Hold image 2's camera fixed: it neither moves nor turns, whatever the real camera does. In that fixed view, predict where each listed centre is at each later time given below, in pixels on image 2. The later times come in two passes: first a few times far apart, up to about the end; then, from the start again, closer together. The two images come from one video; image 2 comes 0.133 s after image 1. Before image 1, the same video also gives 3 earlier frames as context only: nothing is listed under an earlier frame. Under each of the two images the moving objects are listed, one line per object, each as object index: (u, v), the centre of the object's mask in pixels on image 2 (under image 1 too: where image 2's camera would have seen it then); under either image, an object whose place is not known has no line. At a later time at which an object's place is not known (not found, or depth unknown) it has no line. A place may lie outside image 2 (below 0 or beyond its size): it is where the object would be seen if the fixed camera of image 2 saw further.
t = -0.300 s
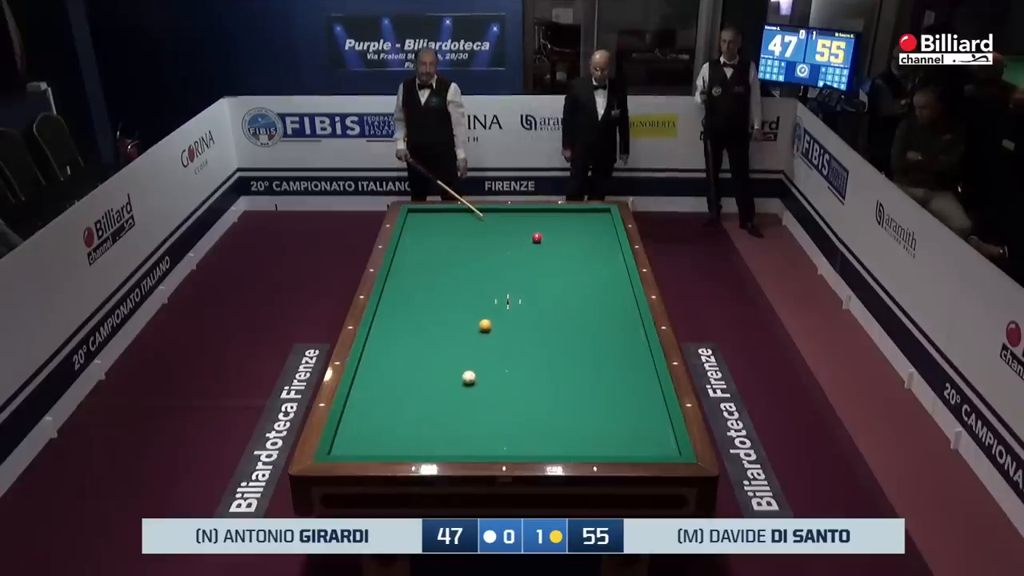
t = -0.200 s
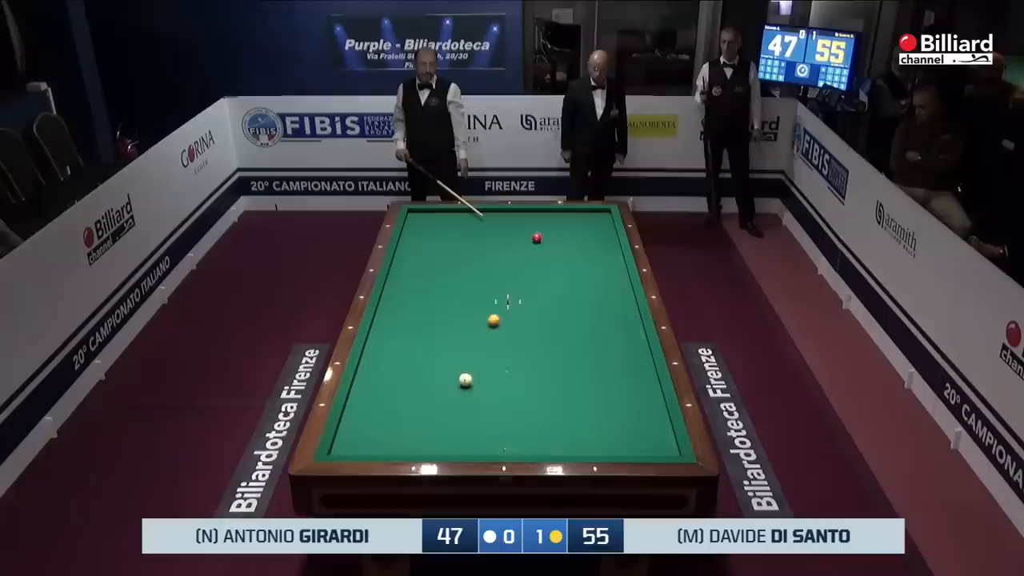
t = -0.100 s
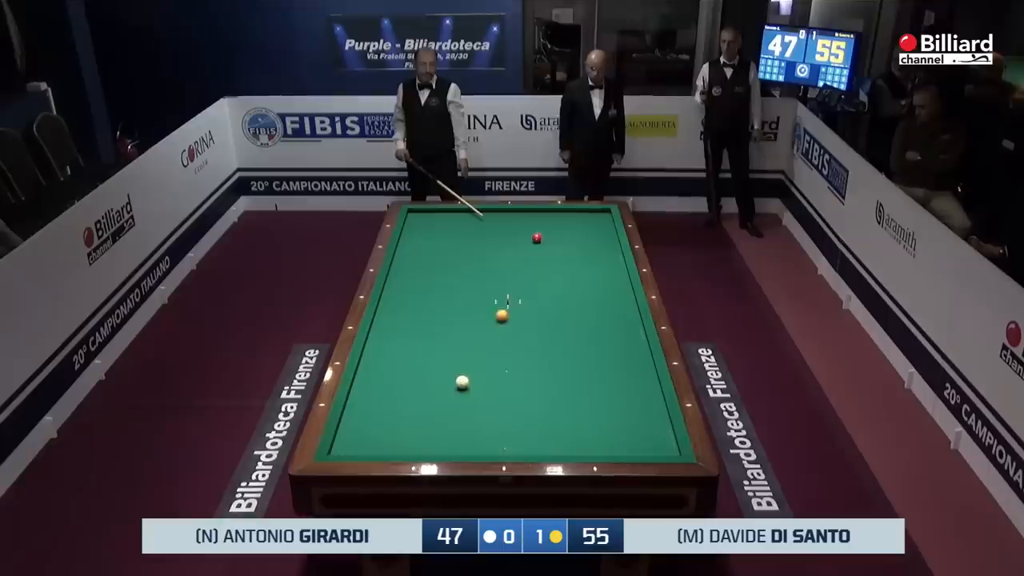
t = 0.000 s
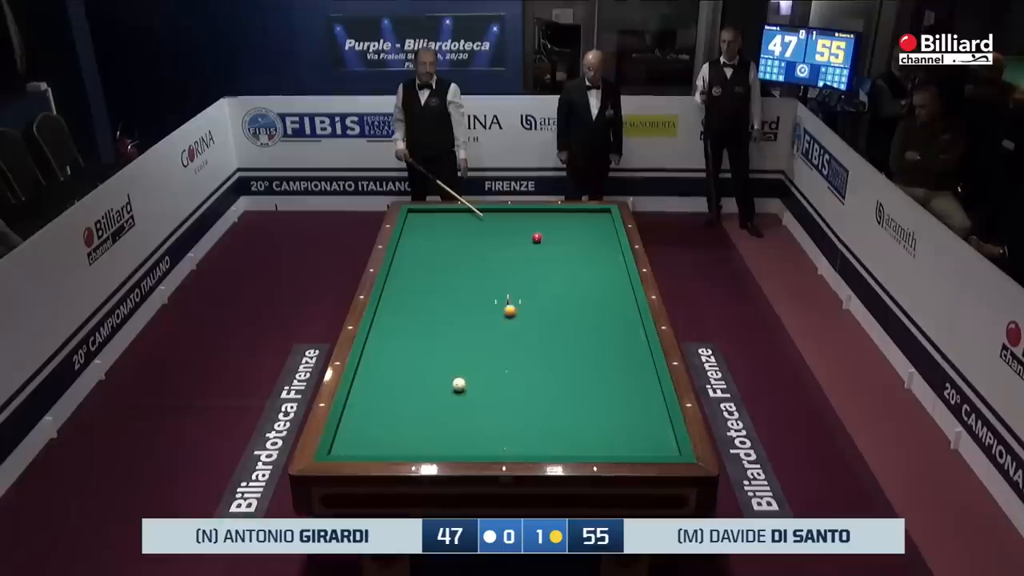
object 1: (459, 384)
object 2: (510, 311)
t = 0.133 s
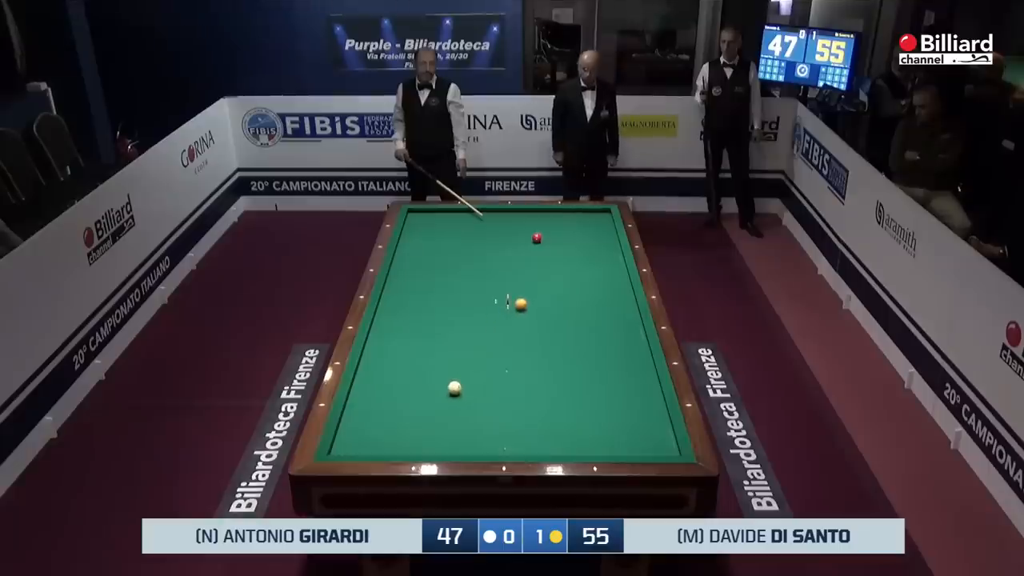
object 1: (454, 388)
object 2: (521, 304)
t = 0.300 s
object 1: (449, 392)
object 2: (532, 298)
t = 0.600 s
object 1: (440, 399)
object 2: (554, 285)
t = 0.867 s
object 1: (433, 404)
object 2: (570, 275)
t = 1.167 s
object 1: (424, 410)
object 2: (588, 265)
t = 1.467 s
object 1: (417, 416)
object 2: (605, 255)
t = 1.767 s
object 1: (410, 422)
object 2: (613, 246)
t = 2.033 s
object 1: (404, 426)
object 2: (604, 241)
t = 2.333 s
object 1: (398, 430)
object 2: (595, 235)
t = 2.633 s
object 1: (392, 435)
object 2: (586, 230)
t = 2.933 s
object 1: (388, 438)
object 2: (578, 224)
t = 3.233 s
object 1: (383, 441)
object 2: (571, 220)
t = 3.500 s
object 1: (380, 443)
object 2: (564, 216)
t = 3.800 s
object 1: (378, 445)
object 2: (558, 212)
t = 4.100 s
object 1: (376, 446)
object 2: (553, 211)
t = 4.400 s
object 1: (375, 447)
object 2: (549, 213)
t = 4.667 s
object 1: (374, 447)
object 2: (546, 215)
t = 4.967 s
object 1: (374, 447)
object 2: (544, 216)
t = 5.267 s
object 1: (374, 448)
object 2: (542, 218)
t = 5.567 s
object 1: (374, 448)
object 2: (539, 220)
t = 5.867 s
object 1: (374, 447)
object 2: (537, 221)
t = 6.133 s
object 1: (374, 447)
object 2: (535, 222)
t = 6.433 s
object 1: (374, 448)
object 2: (534, 223)
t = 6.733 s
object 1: (374, 448)
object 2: (532, 224)
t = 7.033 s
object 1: (374, 448)
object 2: (531, 224)
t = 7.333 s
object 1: (374, 448)
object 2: (531, 225)
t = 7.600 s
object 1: (374, 448)
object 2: (530, 225)
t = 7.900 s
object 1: (374, 448)
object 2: (530, 225)
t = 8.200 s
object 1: (374, 448)
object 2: (530, 226)
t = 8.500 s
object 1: (374, 448)
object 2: (530, 226)
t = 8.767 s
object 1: (374, 448)
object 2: (529, 226)
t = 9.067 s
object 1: (374, 448)
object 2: (530, 226)
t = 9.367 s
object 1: (374, 448)
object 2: (530, 226)
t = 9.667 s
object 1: (374, 448)
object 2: (530, 225)
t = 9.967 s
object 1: (374, 448)
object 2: (530, 226)
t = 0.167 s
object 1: (454, 388)
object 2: (522, 304)
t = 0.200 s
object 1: (453, 390)
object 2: (525, 302)
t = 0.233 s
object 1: (451, 391)
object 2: (528, 300)
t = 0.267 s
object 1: (451, 391)
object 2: (530, 299)
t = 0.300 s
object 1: (449, 392)
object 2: (532, 298)
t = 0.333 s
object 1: (448, 393)
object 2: (535, 296)
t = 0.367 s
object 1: (448, 393)
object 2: (537, 295)
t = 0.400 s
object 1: (446, 394)
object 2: (540, 293)
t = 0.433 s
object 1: (445, 395)
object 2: (543, 292)
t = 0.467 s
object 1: (444, 396)
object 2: (544, 291)
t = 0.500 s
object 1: (443, 397)
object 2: (547, 289)
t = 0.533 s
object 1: (442, 397)
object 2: (549, 288)
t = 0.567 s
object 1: (441, 398)
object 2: (551, 287)
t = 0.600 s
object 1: (440, 399)
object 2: (554, 285)
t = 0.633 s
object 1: (439, 400)
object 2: (556, 284)
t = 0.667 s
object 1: (439, 400)
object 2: (557, 283)
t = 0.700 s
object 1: (437, 401)
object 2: (560, 282)
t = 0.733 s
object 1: (436, 402)
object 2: (563, 280)
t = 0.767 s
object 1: (435, 402)
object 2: (564, 279)
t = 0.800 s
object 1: (434, 403)
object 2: (567, 278)
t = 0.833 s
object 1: (433, 404)
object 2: (569, 276)
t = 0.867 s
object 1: (433, 404)
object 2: (570, 275)
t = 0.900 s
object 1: (432, 405)
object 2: (573, 274)
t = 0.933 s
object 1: (430, 406)
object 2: (575, 272)
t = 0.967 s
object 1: (430, 407)
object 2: (576, 272)
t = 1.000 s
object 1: (429, 407)
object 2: (579, 270)
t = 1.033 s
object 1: (428, 408)
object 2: (581, 269)
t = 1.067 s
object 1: (427, 408)
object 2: (582, 268)
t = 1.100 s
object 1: (426, 409)
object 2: (585, 267)
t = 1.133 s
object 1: (425, 410)
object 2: (587, 265)
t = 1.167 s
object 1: (424, 410)
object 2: (588, 265)
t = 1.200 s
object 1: (423, 411)
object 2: (591, 263)
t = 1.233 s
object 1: (422, 412)
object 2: (593, 262)
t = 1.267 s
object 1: (421, 412)
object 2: (594, 261)
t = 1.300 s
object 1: (421, 413)
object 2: (596, 260)
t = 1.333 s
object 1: (420, 414)
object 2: (598, 259)
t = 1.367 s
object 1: (419, 414)
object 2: (600, 258)
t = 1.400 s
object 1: (418, 415)
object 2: (602, 257)
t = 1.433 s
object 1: (418, 416)
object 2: (604, 255)
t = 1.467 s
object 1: (417, 416)
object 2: (605, 255)
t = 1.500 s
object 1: (416, 417)
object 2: (607, 254)
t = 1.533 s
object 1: (415, 418)
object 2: (609, 252)
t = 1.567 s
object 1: (414, 418)
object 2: (610, 252)
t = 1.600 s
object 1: (413, 419)
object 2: (612, 250)
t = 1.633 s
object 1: (412, 420)
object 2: (614, 249)
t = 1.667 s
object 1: (412, 420)
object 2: (615, 249)
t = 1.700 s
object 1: (411, 420)
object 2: (616, 248)
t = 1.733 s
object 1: (410, 421)
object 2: (614, 247)
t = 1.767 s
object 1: (410, 422)
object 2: (613, 246)
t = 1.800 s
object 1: (409, 422)
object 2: (613, 246)
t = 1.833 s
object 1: (408, 423)
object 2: (611, 245)
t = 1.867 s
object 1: (408, 423)
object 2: (610, 244)
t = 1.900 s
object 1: (407, 424)
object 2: (609, 243)
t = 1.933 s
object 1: (406, 424)
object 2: (607, 243)
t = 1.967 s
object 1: (405, 425)
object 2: (607, 242)
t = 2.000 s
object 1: (404, 425)
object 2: (606, 241)
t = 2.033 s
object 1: (404, 426)
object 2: (604, 241)
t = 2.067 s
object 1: (403, 426)
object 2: (604, 240)
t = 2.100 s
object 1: (402, 427)
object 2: (602, 239)
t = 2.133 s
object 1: (402, 428)
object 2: (601, 239)
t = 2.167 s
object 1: (401, 428)
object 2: (600, 238)
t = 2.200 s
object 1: (400, 429)
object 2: (599, 237)
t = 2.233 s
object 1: (399, 429)
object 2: (598, 237)
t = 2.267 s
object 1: (399, 429)
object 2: (597, 236)
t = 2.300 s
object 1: (398, 430)
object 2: (596, 236)
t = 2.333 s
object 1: (398, 430)
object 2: (595, 235)
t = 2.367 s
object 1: (397, 431)
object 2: (594, 234)
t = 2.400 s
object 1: (397, 431)
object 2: (593, 234)
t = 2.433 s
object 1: (396, 432)
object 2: (592, 233)
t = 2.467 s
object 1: (396, 432)
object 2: (591, 232)
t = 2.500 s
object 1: (395, 433)
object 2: (590, 232)
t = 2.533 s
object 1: (394, 434)
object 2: (589, 231)
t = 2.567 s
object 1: (394, 434)
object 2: (588, 231)
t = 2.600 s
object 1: (393, 434)
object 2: (587, 230)
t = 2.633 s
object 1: (392, 435)
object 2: (586, 230)
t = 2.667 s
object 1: (392, 435)
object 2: (585, 229)
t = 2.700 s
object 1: (391, 435)
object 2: (584, 228)
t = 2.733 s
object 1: (391, 436)
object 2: (583, 228)
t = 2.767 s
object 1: (390, 436)
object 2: (583, 227)
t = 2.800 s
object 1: (390, 437)
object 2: (582, 226)
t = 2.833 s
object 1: (389, 437)
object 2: (581, 226)
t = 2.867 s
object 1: (389, 438)
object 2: (580, 226)
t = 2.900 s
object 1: (388, 438)
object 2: (579, 225)
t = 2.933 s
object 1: (388, 438)
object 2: (578, 224)
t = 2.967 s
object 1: (387, 439)
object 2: (577, 224)
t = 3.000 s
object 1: (387, 439)
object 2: (576, 223)
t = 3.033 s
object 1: (386, 439)
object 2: (575, 223)
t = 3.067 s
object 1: (386, 440)
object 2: (575, 222)
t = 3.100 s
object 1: (385, 440)
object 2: (574, 222)
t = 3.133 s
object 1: (385, 440)
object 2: (573, 221)
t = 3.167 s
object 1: (384, 441)
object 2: (572, 221)
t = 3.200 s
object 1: (384, 441)
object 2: (571, 220)
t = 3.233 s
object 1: (383, 441)
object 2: (571, 220)
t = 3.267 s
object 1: (383, 442)
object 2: (570, 220)
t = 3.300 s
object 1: (383, 442)
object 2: (569, 219)
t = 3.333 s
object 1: (382, 442)
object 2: (568, 218)
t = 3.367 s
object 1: (382, 442)
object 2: (568, 218)
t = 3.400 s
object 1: (381, 443)
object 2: (567, 217)
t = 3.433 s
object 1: (381, 443)
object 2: (566, 217)
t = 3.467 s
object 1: (381, 443)
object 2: (565, 217)
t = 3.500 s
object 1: (380, 443)
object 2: (564, 216)
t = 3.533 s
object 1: (380, 444)
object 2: (563, 216)
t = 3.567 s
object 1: (380, 444)
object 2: (563, 215)
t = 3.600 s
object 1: (379, 444)
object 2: (562, 215)
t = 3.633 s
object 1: (379, 445)
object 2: (561, 214)
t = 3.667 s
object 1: (379, 445)
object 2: (561, 214)
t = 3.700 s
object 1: (379, 445)
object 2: (560, 213)
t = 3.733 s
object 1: (378, 445)
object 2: (559, 213)
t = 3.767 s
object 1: (378, 445)
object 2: (558, 213)
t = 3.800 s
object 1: (378, 445)
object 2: (558, 212)
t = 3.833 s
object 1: (378, 445)
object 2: (557, 212)
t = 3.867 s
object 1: (377, 445)
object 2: (556, 211)
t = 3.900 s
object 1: (377, 446)
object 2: (556, 211)
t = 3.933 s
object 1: (377, 446)
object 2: (555, 210)
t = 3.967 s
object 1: (377, 446)
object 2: (554, 210)
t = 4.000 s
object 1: (376, 446)
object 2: (554, 210)
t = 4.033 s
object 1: (376, 446)
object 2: (553, 211)
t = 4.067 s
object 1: (376, 446)
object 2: (553, 211)
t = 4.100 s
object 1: (376, 446)
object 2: (553, 211)
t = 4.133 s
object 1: (375, 447)
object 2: (552, 211)
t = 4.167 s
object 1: (376, 447)
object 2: (552, 211)
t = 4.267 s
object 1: (375, 447)
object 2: (551, 212)
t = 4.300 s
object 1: (375, 447)
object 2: (550, 212)
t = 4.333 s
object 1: (375, 447)
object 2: (550, 213)
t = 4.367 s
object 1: (375, 447)
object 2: (550, 213)
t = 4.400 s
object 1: (375, 447)
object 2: (549, 213)
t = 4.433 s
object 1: (375, 447)
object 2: (549, 213)
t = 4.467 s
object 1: (375, 447)
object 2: (549, 213)
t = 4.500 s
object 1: (374, 447)
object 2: (548, 214)
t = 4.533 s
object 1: (374, 447)
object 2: (548, 214)
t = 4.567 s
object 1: (374, 447)
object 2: (548, 214)
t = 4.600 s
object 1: (374, 447)
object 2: (547, 214)
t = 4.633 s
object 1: (374, 447)
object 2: (547, 214)
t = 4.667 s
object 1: (374, 447)
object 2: (546, 215)
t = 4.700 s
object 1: (374, 447)
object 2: (546, 215)
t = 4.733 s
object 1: (374, 447)
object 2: (546, 215)
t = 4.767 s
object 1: (374, 447)
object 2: (546, 215)
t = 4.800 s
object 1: (374, 447)
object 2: (545, 215)
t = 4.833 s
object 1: (374, 447)
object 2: (545, 216)
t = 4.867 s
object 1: (374, 447)
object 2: (545, 216)
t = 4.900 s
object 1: (374, 447)
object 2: (544, 216)
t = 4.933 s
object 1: (374, 447)
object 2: (544, 216)
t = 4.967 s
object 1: (374, 447)
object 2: (544, 216)
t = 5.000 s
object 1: (374, 447)
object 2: (543, 217)
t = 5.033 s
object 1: (374, 447)
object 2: (543, 217)
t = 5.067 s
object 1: (374, 447)
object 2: (543, 217)
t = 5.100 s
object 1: (374, 447)
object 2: (543, 217)
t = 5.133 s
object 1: (374, 448)
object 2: (542, 217)
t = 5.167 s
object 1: (374, 448)
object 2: (542, 218)
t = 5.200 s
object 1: (374, 448)
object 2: (542, 218)
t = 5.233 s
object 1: (374, 448)
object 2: (542, 218)
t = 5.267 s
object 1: (374, 448)
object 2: (542, 218)
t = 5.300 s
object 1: (374, 448)
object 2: (541, 218)
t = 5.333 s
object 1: (374, 448)
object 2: (541, 218)
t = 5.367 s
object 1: (374, 448)
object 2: (540, 219)
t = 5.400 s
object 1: (374, 447)
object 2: (540, 219)
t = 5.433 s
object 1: (374, 448)
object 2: (540, 219)
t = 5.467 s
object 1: (374, 447)
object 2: (540, 219)
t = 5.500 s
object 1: (374, 447)
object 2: (539, 219)
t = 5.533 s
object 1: (374, 447)
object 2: (539, 219)
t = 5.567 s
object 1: (374, 448)
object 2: (539, 220)
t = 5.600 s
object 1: (374, 447)
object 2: (538, 220)
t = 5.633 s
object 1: (374, 447)
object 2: (538, 220)
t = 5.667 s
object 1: (374, 447)
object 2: (538, 220)
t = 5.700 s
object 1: (374, 448)
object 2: (538, 220)
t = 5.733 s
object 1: (374, 448)
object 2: (538, 220)
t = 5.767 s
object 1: (374, 448)
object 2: (537, 220)
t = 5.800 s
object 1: (374, 448)
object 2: (537, 221)
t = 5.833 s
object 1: (374, 447)
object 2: (537, 221)
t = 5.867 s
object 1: (374, 447)
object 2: (537, 221)
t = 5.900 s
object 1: (374, 448)
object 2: (537, 221)
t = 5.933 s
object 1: (374, 448)
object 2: (536, 221)
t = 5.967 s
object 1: (374, 448)
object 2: (536, 221)
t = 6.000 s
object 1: (374, 448)
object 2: (536, 222)
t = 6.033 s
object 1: (374, 448)
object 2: (536, 222)
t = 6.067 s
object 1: (374, 448)
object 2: (536, 222)
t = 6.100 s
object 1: (374, 448)
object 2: (536, 222)
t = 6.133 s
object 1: (374, 447)
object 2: (535, 222)
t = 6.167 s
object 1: (374, 447)
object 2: (535, 222)
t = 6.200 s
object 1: (374, 447)
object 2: (535, 222)
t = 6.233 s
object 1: (374, 448)
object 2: (535, 222)
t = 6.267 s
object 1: (374, 448)
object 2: (535, 223)
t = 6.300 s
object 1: (374, 447)
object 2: (534, 223)
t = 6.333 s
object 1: (374, 447)
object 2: (534, 223)
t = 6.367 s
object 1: (374, 447)
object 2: (534, 223)
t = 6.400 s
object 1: (374, 448)
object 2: (534, 223)
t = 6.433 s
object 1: (374, 448)
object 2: (534, 223)
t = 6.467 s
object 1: (374, 448)
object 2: (534, 223)
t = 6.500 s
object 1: (374, 447)
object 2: (533, 223)
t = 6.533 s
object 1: (374, 447)
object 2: (533, 223)
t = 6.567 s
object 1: (374, 448)
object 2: (533, 223)
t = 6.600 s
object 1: (374, 448)
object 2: (533, 223)
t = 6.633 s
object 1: (374, 448)
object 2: (533, 223)
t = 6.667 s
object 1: (374, 447)
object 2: (533, 224)
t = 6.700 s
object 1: (374, 447)
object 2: (532, 224)
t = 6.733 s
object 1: (374, 448)
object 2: (532, 224)
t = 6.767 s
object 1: (374, 448)
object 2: (532, 224)
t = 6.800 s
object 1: (374, 448)
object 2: (532, 224)
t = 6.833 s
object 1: (374, 448)
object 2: (532, 224)
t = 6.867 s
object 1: (374, 448)
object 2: (532, 224)
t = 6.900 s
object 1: (374, 448)
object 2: (532, 224)
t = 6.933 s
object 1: (374, 448)
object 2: (532, 224)
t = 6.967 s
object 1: (374, 448)
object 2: (531, 224)
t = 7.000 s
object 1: (374, 448)
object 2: (531, 224)
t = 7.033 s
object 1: (374, 448)
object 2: (531, 224)
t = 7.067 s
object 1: (374, 448)
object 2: (531, 225)
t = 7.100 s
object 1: (374, 448)
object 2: (531, 225)
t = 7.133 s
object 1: (374, 448)
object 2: (531, 225)
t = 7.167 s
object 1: (374, 448)
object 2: (531, 225)
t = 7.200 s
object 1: (374, 448)
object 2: (531, 225)
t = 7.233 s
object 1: (374, 448)
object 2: (531, 225)
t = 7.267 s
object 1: (374, 448)
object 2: (531, 225)
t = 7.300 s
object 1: (374, 448)
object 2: (531, 225)
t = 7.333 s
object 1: (374, 448)
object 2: (531, 225)
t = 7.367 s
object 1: (374, 448)
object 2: (531, 225)
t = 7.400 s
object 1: (374, 448)
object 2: (530, 225)
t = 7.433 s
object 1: (374, 448)
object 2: (530, 225)
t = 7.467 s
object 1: (374, 448)
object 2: (530, 225)
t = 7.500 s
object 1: (374, 448)
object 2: (530, 225)
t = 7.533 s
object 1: (374, 448)
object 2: (530, 225)
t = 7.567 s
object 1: (374, 448)
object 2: (530, 225)
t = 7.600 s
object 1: (374, 448)
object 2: (530, 225)
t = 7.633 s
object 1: (374, 448)
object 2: (530, 225)
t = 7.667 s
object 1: (374, 448)
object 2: (530, 225)
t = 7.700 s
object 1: (374, 448)
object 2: (530, 225)
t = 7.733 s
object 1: (374, 448)
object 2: (530, 225)
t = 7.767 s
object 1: (374, 448)
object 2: (530, 225)
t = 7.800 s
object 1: (374, 448)
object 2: (530, 225)
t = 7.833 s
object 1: (374, 448)
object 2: (530, 225)
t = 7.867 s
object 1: (374, 448)
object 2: (530, 225)
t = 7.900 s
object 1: (374, 448)
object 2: (530, 225)
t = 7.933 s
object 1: (374, 448)
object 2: (530, 225)
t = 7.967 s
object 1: (374, 448)
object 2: (530, 225)
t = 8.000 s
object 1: (374, 448)
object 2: (530, 226)
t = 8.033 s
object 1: (374, 448)
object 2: (530, 226)
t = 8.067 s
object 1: (374, 448)
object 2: (530, 226)
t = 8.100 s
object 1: (374, 448)
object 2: (530, 226)
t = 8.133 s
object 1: (374, 448)
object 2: (530, 226)
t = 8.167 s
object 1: (374, 448)
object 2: (530, 226)
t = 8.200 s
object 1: (374, 448)
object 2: (530, 226)
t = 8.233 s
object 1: (374, 448)
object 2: (530, 226)
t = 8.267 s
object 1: (374, 448)
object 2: (530, 226)
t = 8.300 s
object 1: (374, 448)
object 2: (530, 226)
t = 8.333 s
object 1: (374, 448)
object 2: (530, 226)
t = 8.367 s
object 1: (374, 448)
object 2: (530, 226)
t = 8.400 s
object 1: (374, 448)
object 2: (530, 226)
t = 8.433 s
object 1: (374, 448)
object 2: (530, 226)
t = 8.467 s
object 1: (374, 448)
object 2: (530, 226)
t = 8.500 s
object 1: (374, 448)
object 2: (530, 226)
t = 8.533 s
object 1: (374, 448)
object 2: (529, 226)
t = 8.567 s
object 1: (374, 448)
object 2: (529, 226)
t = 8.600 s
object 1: (374, 448)
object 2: (530, 225)
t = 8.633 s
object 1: (374, 448)
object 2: (530, 226)
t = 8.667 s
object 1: (374, 448)
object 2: (529, 226)
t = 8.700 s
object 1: (374, 448)
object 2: (529, 226)
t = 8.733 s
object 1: (374, 448)
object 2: (529, 226)
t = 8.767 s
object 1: (374, 448)
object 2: (529, 226)
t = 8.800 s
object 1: (374, 447)
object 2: (530, 226)
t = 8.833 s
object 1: (374, 448)
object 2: (530, 225)
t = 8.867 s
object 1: (374, 448)
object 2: (530, 226)
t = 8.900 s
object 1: (374, 448)
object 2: (530, 226)
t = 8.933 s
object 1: (374, 448)
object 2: (530, 226)
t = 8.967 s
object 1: (374, 448)
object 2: (530, 226)
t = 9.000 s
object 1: (374, 448)
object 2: (530, 226)
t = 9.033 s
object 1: (374, 448)
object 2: (530, 226)
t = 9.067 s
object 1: (374, 448)
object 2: (530, 226)
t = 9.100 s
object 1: (374, 448)
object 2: (530, 225)
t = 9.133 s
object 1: (374, 448)
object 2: (530, 225)
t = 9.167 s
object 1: (374, 448)
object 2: (530, 225)
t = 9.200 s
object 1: (374, 448)
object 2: (530, 226)
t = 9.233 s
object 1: (374, 448)
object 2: (530, 226)
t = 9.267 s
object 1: (374, 448)
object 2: (530, 225)
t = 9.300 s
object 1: (374, 448)
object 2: (530, 225)
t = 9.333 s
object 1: (374, 448)
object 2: (530, 225)
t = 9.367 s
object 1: (374, 448)
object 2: (530, 226)
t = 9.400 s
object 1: (374, 448)
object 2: (530, 225)
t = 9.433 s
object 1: (374, 448)
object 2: (530, 226)
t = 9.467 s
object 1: (374, 448)
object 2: (530, 226)
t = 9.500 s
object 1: (374, 448)
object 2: (530, 225)
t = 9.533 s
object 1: (374, 447)
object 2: (530, 225)
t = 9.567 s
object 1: (374, 448)
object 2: (530, 225)
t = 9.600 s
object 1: (374, 448)
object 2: (530, 225)
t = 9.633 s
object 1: (374, 448)
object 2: (530, 225)
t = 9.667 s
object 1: (374, 448)
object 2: (530, 225)
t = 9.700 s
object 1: (374, 448)
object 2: (530, 225)
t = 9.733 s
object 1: (374, 448)
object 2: (530, 225)
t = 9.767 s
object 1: (374, 448)
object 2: (530, 225)
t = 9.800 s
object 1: (374, 448)
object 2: (530, 225)
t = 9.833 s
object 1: (374, 448)
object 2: (530, 225)
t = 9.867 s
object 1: (374, 448)
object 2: (530, 225)
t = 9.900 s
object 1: (374, 448)
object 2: (530, 225)
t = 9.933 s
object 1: (374, 448)
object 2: (530, 226)
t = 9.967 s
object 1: (374, 448)
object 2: (530, 226)
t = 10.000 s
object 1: (374, 448)
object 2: (530, 225)
